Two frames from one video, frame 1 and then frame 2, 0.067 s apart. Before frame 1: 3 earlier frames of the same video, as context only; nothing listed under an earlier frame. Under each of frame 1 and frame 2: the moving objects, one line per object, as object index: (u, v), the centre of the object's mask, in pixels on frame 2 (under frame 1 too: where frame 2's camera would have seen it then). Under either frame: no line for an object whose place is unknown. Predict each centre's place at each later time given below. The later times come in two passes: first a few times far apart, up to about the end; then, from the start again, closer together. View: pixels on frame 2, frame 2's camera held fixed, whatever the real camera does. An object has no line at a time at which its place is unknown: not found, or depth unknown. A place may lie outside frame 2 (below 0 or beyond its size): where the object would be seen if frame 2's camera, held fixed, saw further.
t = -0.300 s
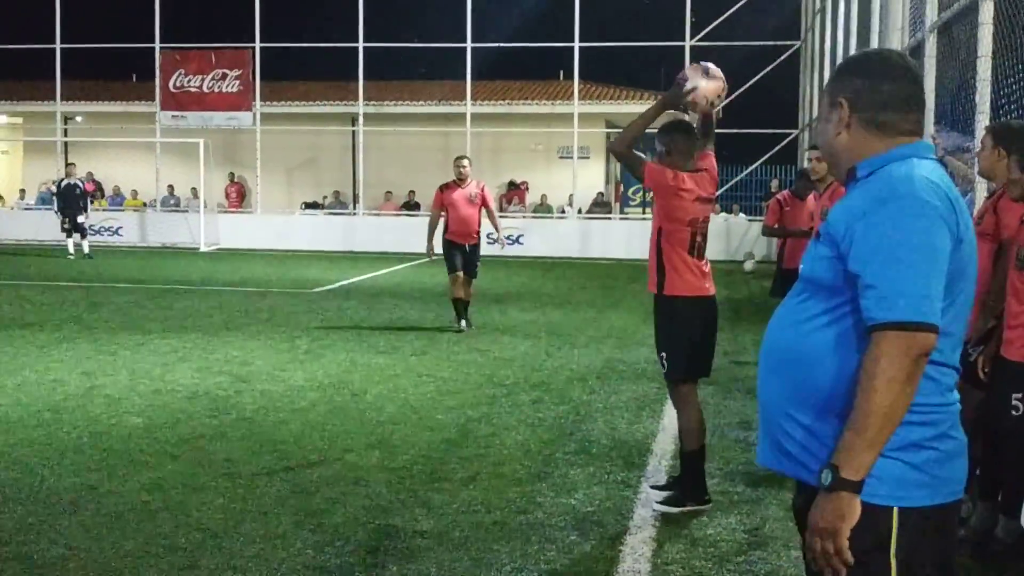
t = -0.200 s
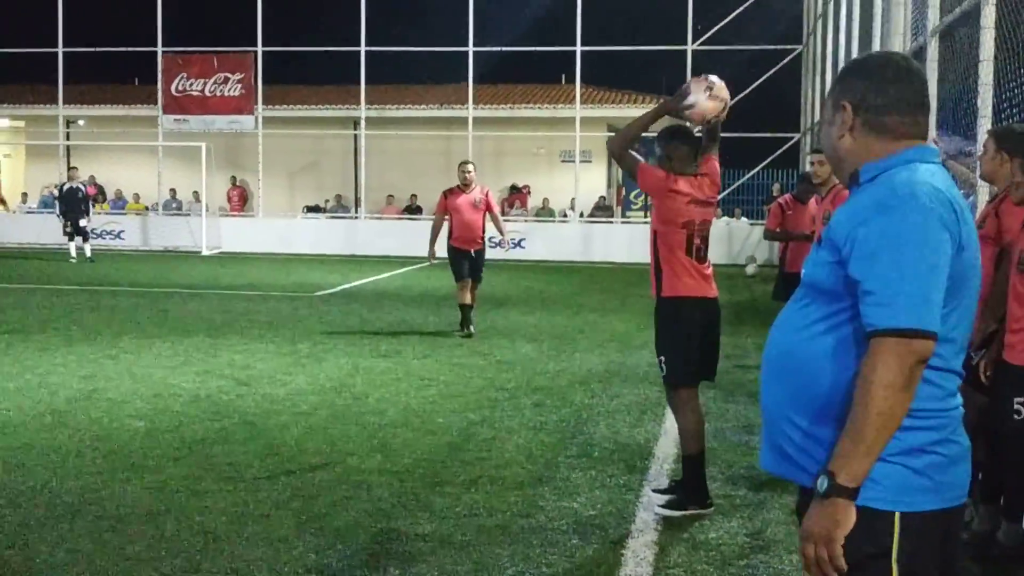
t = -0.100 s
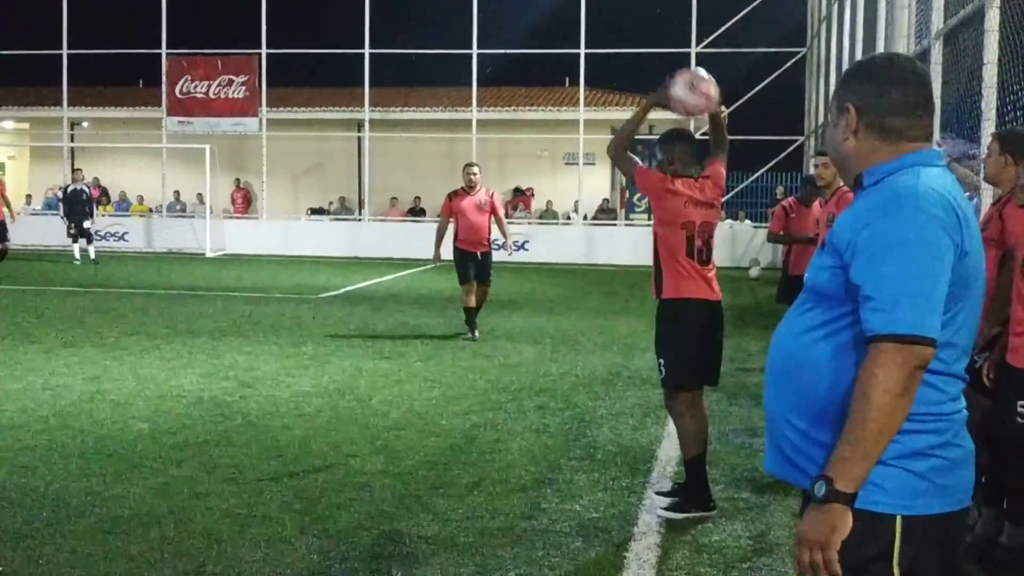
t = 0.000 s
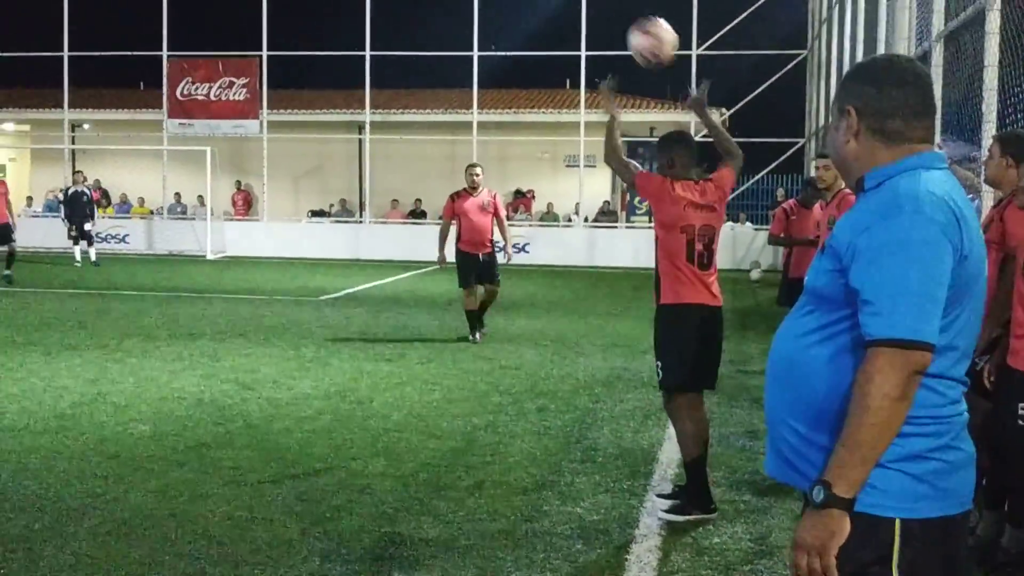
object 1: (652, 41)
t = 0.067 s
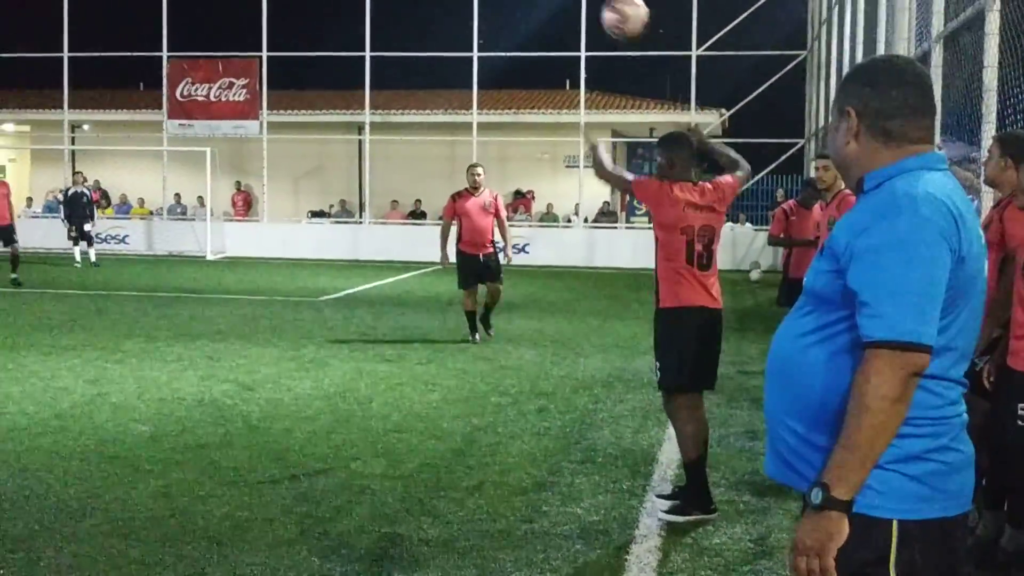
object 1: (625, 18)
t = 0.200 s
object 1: (575, 6)
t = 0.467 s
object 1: (500, 43)
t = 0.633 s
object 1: (464, 115)
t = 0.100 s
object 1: (612, 13)
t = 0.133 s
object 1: (600, 10)
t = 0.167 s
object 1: (586, 7)
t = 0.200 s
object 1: (575, 6)
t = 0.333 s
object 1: (534, 11)
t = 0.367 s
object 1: (525, 14)
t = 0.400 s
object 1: (516, 23)
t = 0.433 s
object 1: (508, 32)
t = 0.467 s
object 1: (500, 43)
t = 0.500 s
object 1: (493, 55)
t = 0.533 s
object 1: (485, 69)
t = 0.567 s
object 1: (478, 82)
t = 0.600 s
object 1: (471, 98)
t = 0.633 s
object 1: (464, 115)
